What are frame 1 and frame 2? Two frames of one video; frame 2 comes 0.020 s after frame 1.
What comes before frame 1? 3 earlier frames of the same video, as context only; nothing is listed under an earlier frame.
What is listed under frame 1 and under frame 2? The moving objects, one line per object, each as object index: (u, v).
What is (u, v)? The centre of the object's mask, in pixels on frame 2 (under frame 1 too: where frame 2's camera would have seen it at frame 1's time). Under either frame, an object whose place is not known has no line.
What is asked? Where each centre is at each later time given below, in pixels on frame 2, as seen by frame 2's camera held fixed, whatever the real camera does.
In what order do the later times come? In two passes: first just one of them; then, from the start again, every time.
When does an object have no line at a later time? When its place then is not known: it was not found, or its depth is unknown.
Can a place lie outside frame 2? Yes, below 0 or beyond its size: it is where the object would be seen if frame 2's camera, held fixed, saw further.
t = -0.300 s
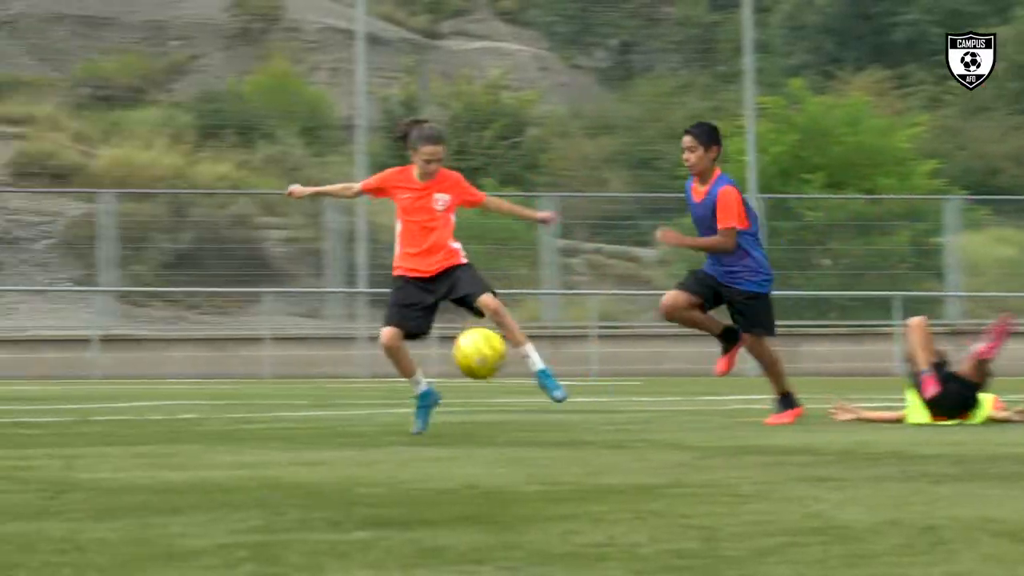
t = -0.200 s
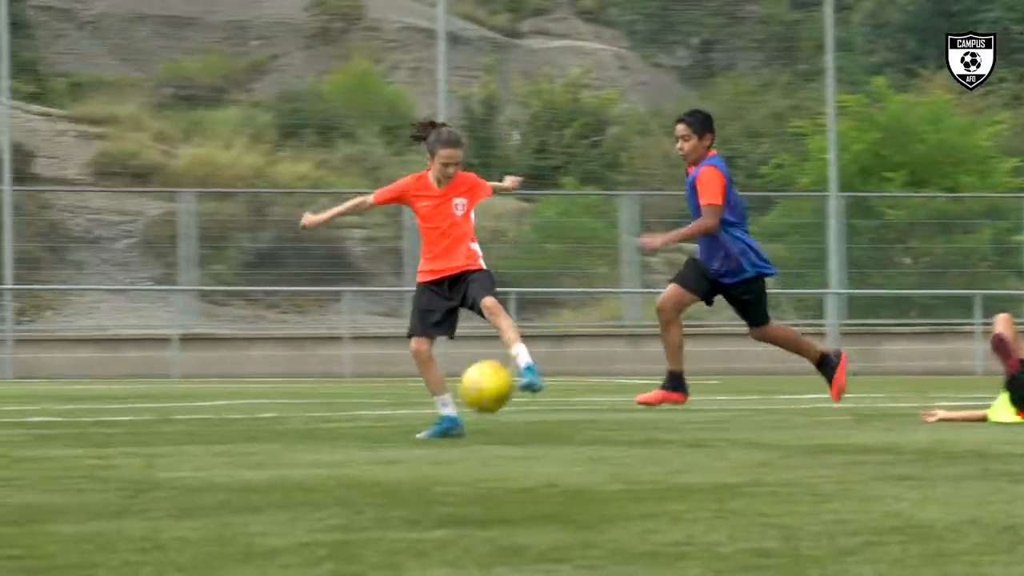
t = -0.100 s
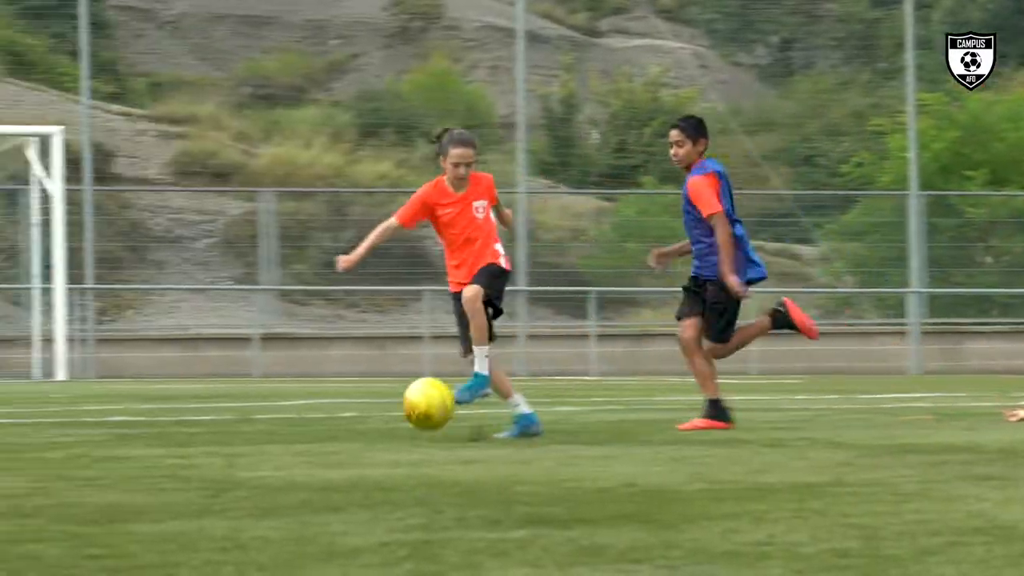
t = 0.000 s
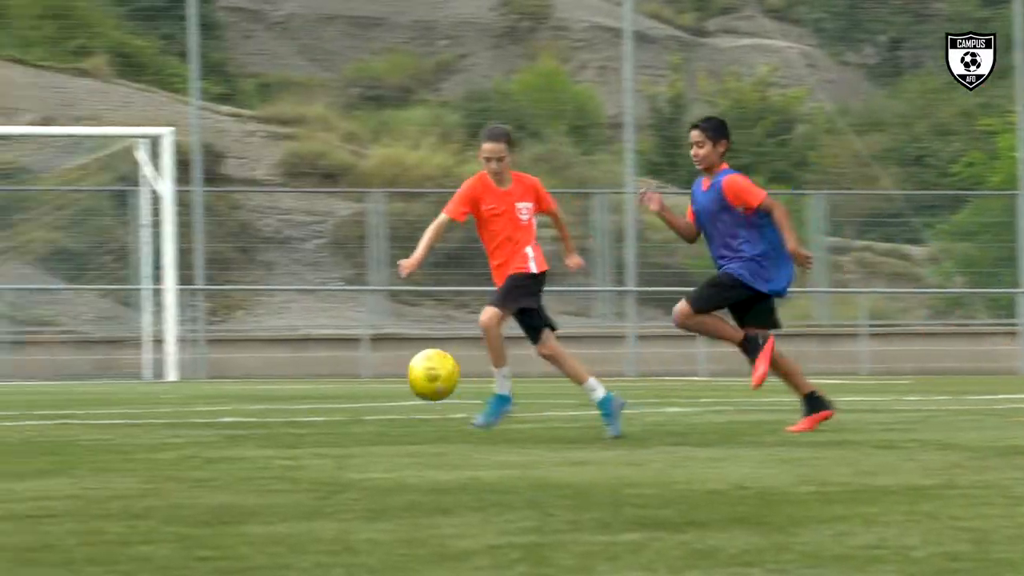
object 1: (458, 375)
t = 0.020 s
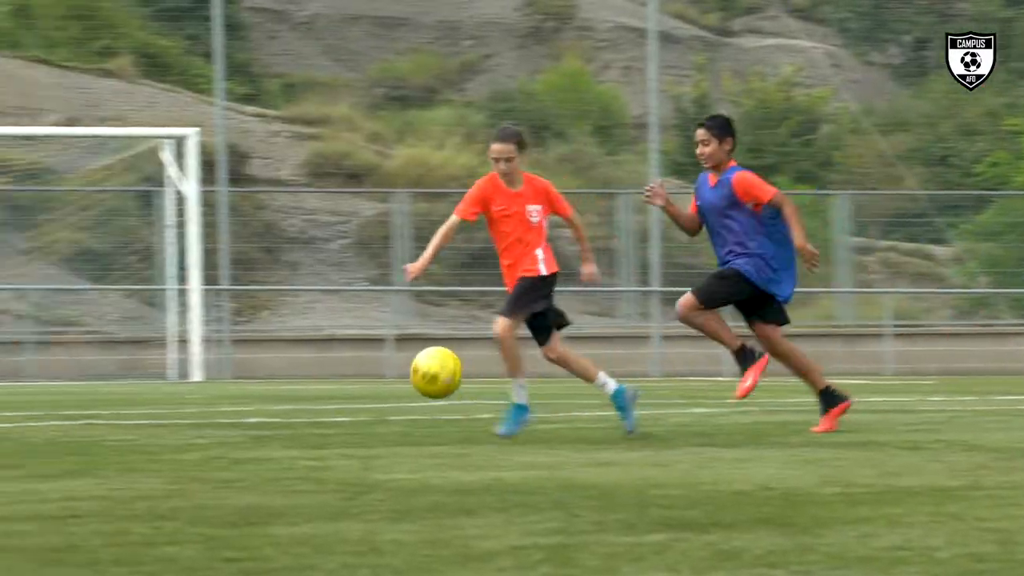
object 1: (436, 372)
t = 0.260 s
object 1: (190, 410)
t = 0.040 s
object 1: (416, 370)
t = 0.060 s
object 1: (395, 369)
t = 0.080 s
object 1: (375, 369)
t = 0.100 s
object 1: (354, 369)
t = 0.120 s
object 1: (334, 371)
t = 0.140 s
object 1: (313, 374)
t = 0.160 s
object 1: (293, 378)
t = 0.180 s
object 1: (273, 382)
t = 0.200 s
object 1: (252, 388)
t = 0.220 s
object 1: (232, 394)
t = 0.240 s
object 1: (211, 402)
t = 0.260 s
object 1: (190, 410)
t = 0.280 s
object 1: (170, 420)
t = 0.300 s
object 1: (150, 431)
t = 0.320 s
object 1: (128, 432)
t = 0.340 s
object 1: (106, 426)
